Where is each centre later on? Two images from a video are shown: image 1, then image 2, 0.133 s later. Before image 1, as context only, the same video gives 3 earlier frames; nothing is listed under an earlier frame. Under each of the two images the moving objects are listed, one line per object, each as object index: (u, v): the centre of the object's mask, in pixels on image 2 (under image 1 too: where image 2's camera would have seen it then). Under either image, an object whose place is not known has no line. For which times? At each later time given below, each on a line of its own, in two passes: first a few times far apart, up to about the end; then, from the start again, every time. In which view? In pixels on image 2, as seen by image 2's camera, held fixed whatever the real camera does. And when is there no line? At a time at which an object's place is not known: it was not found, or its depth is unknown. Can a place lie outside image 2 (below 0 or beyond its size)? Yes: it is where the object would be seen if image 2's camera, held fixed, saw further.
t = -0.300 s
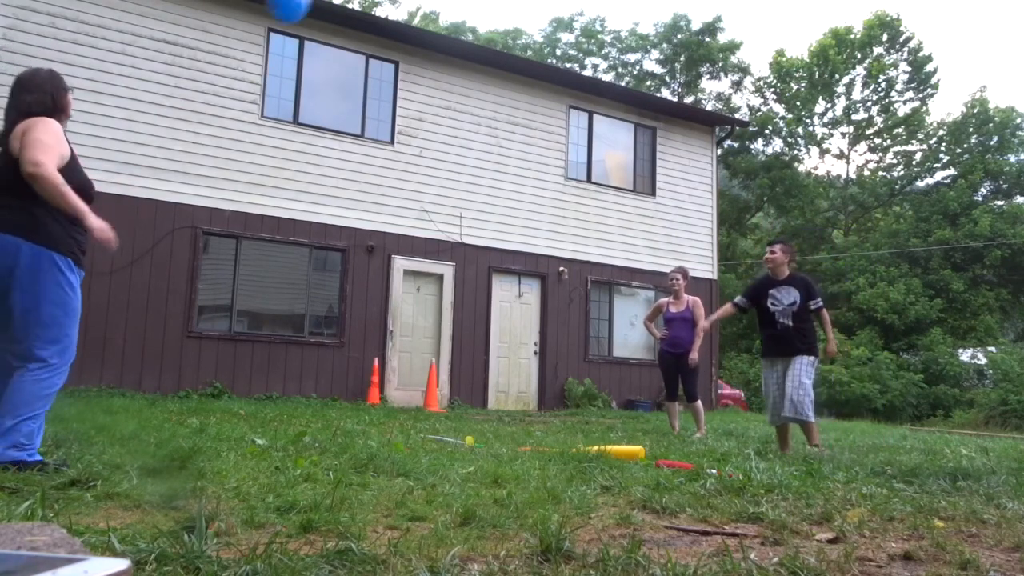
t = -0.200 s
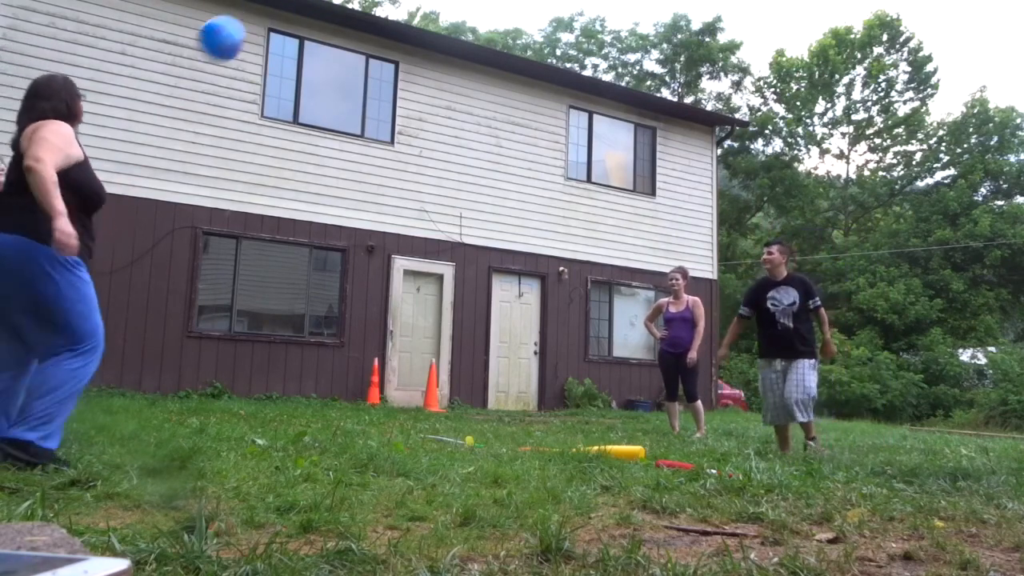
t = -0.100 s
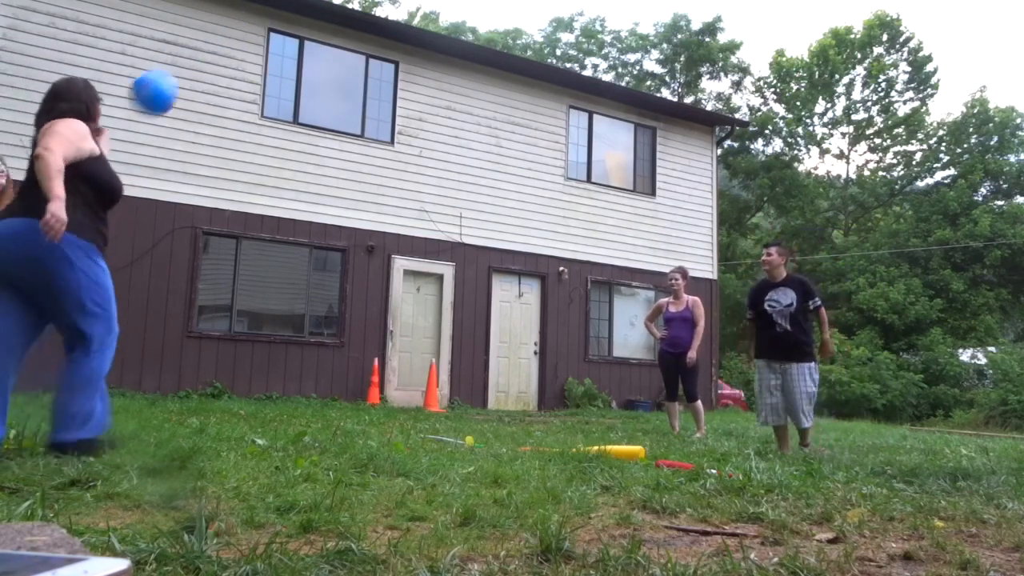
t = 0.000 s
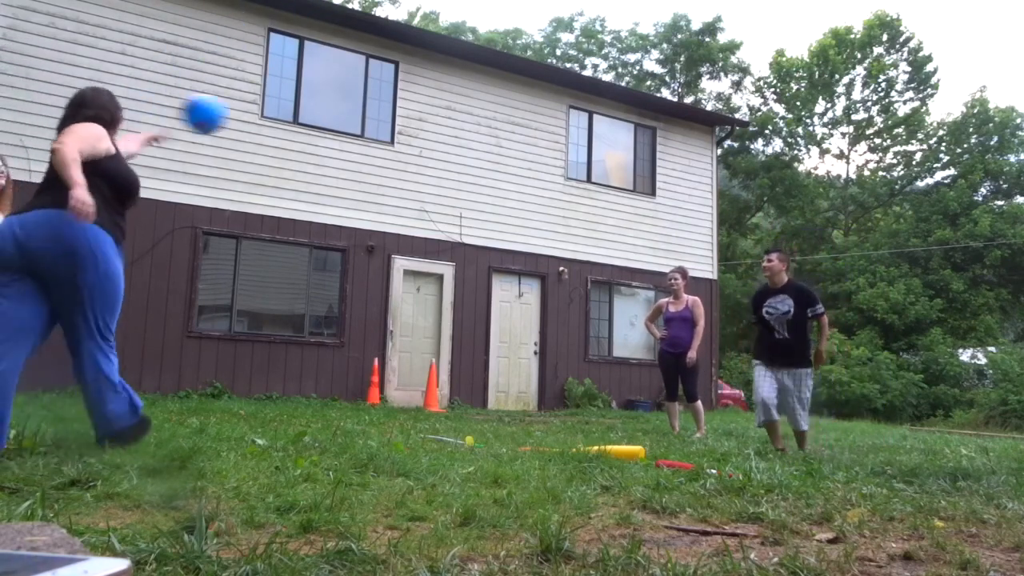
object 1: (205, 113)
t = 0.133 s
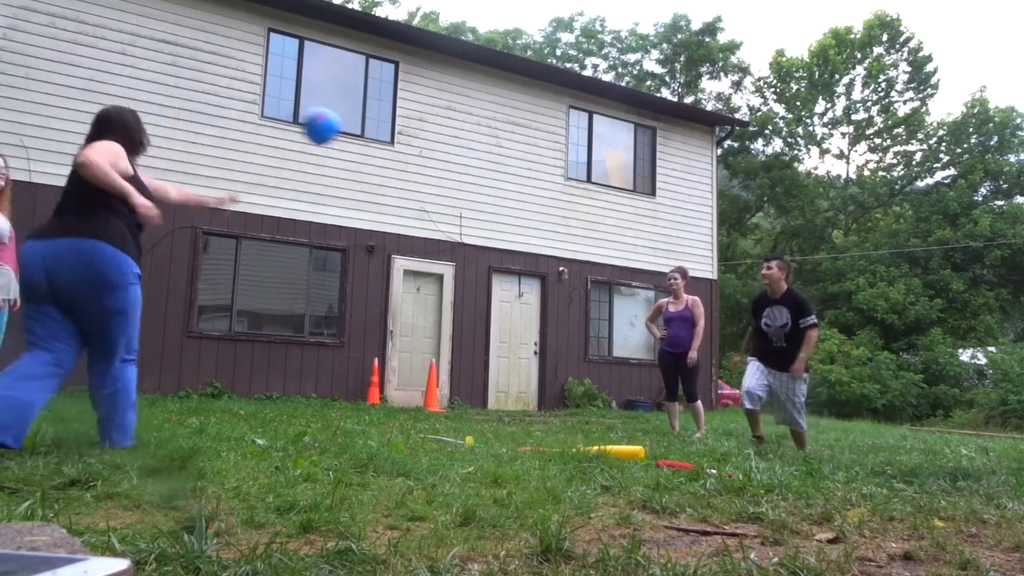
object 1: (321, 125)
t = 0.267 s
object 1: (404, 152)
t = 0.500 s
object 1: (513, 235)
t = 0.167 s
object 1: (344, 130)
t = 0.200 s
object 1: (366, 137)
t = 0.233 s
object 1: (385, 145)
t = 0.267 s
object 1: (404, 152)
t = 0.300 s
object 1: (422, 162)
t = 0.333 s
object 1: (439, 171)
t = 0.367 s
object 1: (455, 183)
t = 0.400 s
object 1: (471, 195)
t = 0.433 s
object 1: (485, 207)
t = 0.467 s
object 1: (500, 220)
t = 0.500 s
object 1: (513, 235)
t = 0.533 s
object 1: (526, 251)
